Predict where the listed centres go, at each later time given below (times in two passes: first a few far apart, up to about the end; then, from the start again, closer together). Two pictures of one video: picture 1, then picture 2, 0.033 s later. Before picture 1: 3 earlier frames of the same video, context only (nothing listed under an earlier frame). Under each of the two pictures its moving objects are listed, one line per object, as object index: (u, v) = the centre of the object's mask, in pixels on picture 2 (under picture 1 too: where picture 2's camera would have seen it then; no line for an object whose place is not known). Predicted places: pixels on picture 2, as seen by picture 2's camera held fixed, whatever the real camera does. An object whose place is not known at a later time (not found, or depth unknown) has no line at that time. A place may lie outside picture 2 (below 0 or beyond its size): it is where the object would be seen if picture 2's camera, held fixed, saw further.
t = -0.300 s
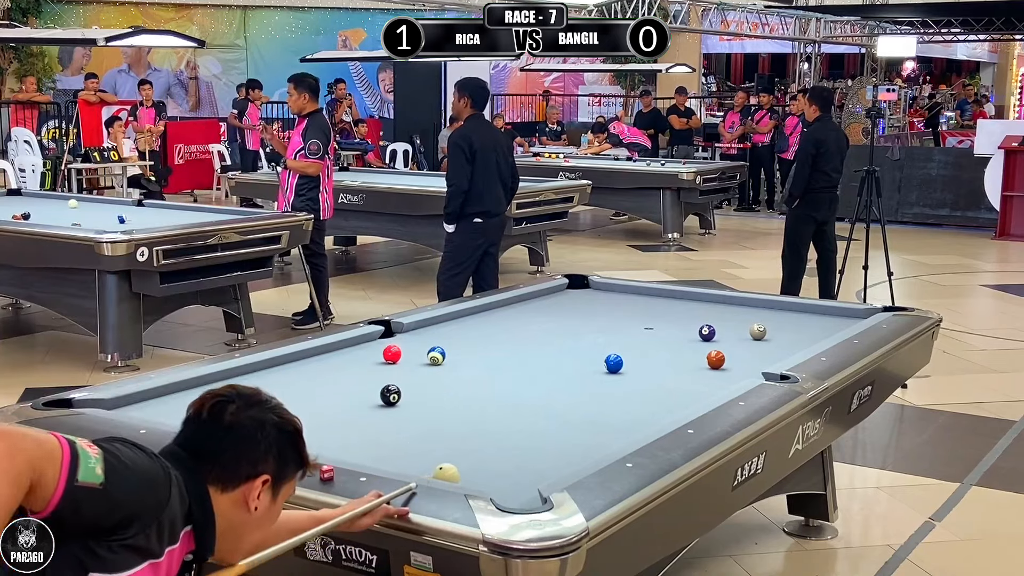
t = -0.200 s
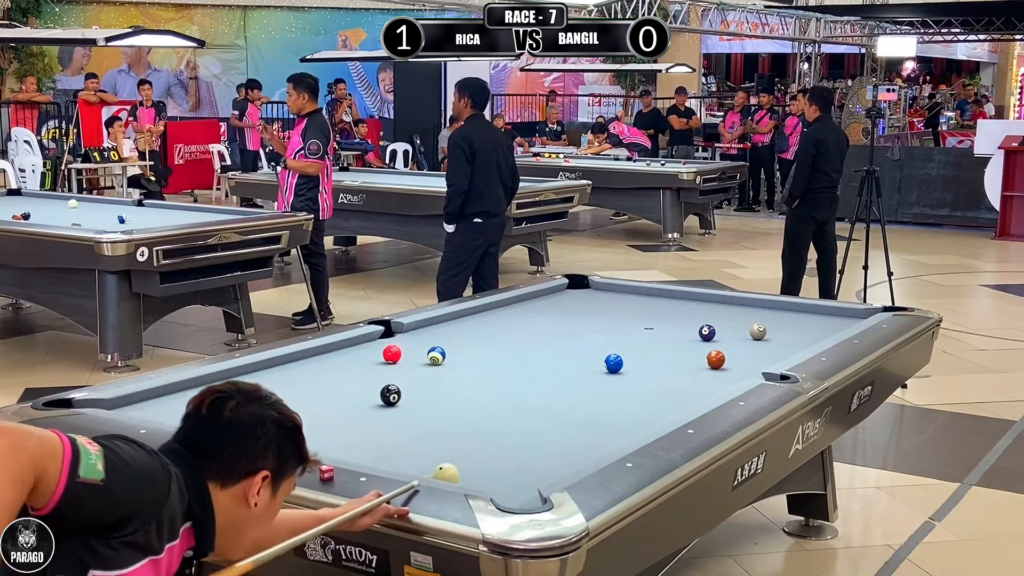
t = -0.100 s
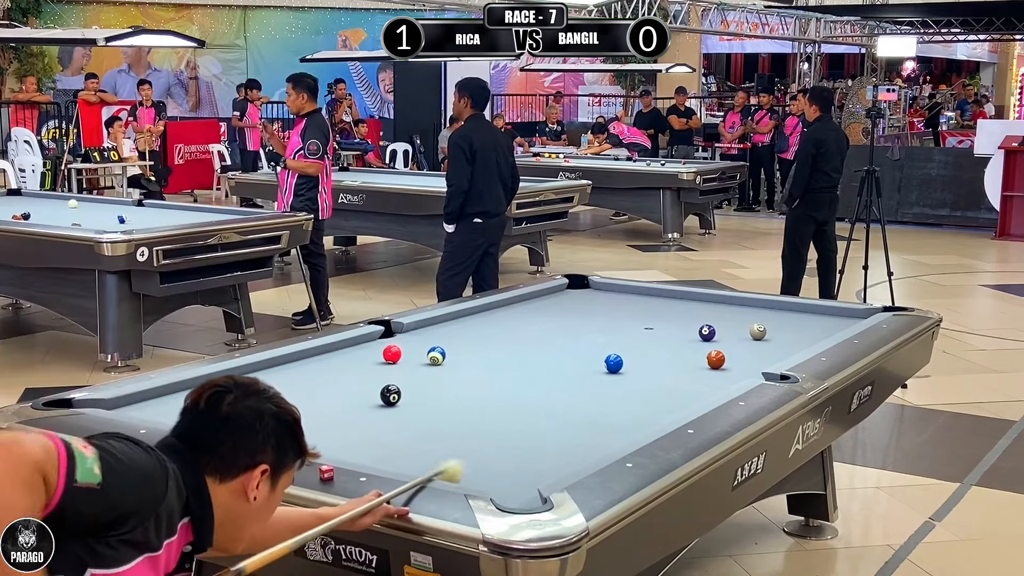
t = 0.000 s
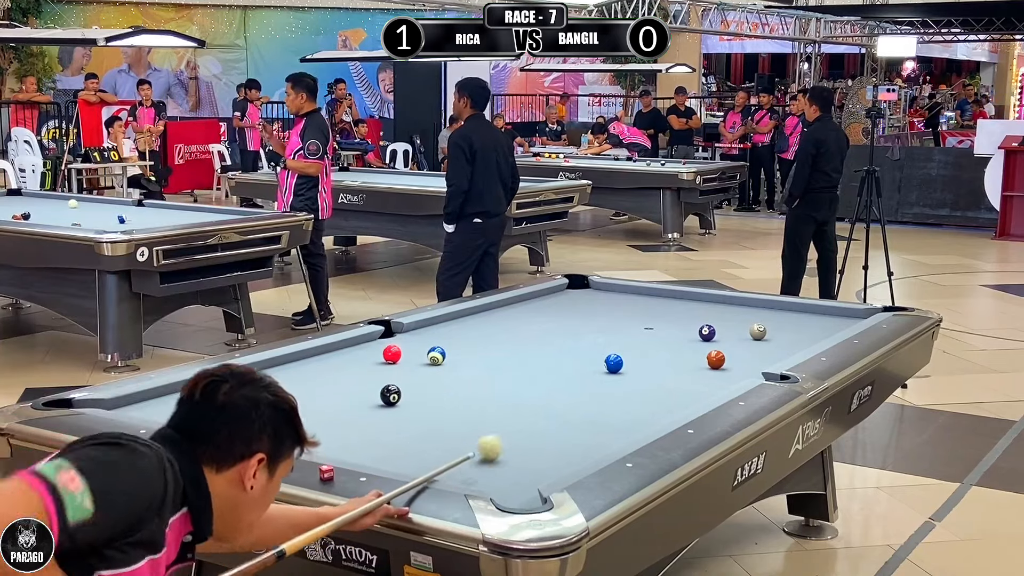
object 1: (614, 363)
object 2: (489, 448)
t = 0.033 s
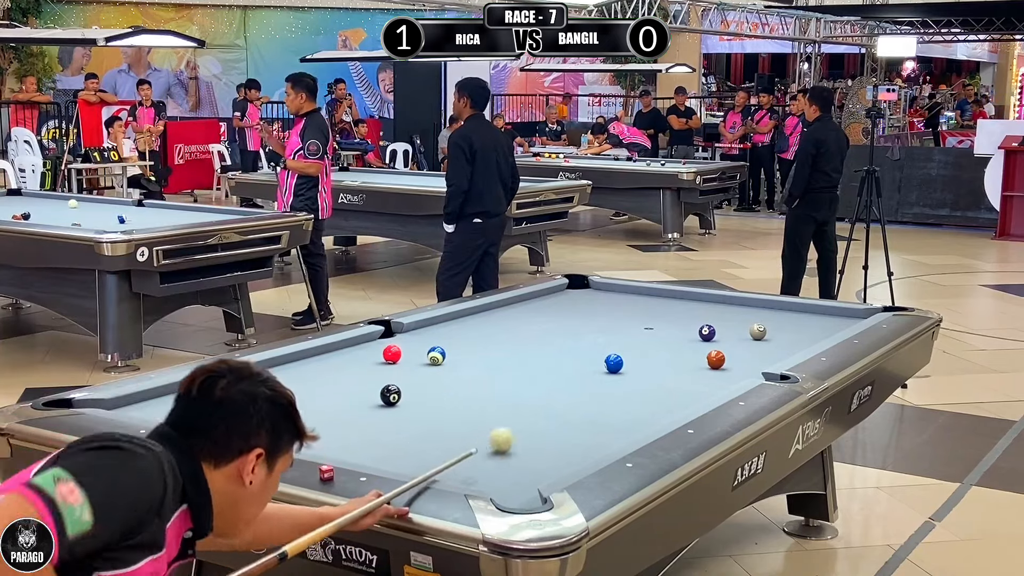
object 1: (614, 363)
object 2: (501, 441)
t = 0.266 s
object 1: (614, 363)
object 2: (572, 394)
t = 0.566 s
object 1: (624, 347)
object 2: (628, 367)
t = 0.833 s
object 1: (637, 326)
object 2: (664, 359)
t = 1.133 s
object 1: (649, 307)
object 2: (700, 351)
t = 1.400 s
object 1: (658, 294)
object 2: (731, 345)
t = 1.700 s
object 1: (628, 296)
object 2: (762, 338)
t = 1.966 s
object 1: (599, 300)
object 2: (787, 333)
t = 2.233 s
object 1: (571, 303)
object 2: (809, 329)
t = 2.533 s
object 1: (539, 307)
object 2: (833, 324)
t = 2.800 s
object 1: (511, 311)
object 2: (852, 319)
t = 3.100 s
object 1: (480, 315)
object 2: (867, 314)
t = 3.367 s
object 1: (452, 319)
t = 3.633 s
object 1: (434, 322)
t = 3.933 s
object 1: (424, 327)
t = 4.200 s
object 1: (417, 331)
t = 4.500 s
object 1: (408, 335)
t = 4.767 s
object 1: (402, 338)
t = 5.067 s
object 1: (395, 340)
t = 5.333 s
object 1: (388, 342)
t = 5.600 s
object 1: (382, 347)
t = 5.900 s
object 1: (378, 350)
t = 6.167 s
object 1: (374, 353)
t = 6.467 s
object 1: (369, 354)
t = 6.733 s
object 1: (366, 355)
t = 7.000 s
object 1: (364, 355)
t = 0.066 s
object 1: (614, 363)
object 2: (512, 433)
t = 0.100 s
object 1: (614, 363)
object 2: (523, 426)
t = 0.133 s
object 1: (614, 363)
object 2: (534, 419)
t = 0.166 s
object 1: (614, 363)
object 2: (544, 412)
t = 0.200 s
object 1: (614, 363)
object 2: (554, 405)
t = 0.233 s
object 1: (614, 363)
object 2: (562, 400)
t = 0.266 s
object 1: (614, 363)
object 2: (572, 394)
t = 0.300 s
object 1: (614, 363)
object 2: (581, 388)
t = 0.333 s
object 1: (614, 363)
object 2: (589, 382)
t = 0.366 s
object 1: (614, 363)
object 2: (597, 377)
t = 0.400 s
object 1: (615, 362)
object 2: (605, 372)
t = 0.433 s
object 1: (616, 357)
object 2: (612, 368)
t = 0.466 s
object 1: (617, 355)
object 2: (616, 367)
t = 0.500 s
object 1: (619, 352)
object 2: (620, 367)
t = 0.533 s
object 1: (621, 350)
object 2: (624, 367)
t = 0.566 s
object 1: (624, 347)
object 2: (628, 367)
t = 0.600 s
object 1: (626, 344)
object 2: (633, 366)
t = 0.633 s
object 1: (628, 341)
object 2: (638, 365)
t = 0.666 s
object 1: (630, 338)
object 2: (642, 364)
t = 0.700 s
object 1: (631, 335)
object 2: (647, 363)
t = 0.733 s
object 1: (633, 333)
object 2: (651, 362)
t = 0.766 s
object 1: (635, 330)
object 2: (656, 361)
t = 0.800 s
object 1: (636, 328)
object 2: (660, 360)
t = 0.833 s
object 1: (637, 326)
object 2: (664, 359)
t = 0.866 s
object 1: (639, 323)
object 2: (669, 358)
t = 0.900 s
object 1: (640, 321)
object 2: (673, 357)
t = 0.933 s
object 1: (641, 319)
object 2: (677, 357)
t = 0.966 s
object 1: (642, 317)
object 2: (681, 355)
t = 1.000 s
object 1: (644, 315)
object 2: (685, 355)
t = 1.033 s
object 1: (646, 313)
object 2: (689, 354)
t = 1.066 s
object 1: (647, 311)
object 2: (693, 353)
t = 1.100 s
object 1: (648, 309)
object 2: (697, 352)
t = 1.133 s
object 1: (649, 307)
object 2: (700, 351)
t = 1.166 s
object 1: (651, 305)
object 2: (705, 349)
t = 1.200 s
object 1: (651, 304)
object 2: (709, 348)
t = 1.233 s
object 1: (652, 302)
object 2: (712, 346)
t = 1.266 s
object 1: (654, 300)
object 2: (717, 345)
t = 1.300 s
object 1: (655, 298)
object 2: (721, 345)
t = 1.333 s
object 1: (656, 297)
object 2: (725, 346)
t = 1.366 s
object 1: (657, 295)
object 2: (728, 346)
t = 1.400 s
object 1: (658, 294)
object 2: (731, 345)
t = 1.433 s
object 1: (659, 292)
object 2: (735, 344)
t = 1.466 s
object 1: (655, 293)
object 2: (738, 343)
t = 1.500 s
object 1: (650, 293)
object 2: (742, 342)
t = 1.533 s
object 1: (646, 294)
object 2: (745, 342)
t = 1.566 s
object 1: (643, 294)
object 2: (749, 341)
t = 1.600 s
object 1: (639, 295)
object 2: (752, 341)
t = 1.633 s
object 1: (635, 295)
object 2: (755, 340)
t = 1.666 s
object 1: (632, 296)
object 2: (759, 339)
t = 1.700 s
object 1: (628, 296)
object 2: (762, 338)
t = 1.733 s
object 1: (625, 296)
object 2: (765, 337)
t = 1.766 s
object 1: (621, 297)
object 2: (768, 337)
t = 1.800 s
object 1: (618, 297)
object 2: (771, 336)
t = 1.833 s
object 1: (614, 298)
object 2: (775, 336)
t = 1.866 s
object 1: (610, 298)
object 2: (778, 335)
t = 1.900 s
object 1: (606, 299)
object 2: (781, 335)
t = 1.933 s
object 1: (603, 299)
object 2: (784, 334)
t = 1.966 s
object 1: (599, 300)
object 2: (787, 333)
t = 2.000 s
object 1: (596, 300)
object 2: (790, 333)
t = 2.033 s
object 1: (592, 300)
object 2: (792, 332)
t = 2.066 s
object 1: (589, 301)
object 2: (796, 332)
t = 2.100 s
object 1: (585, 301)
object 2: (799, 331)
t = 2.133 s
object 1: (581, 302)
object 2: (801, 330)
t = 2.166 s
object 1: (578, 302)
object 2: (804, 330)
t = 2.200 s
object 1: (574, 303)
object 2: (807, 329)
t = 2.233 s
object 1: (571, 303)
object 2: (809, 329)
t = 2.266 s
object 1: (567, 304)
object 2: (813, 328)
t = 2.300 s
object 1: (564, 304)
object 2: (815, 328)
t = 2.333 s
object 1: (560, 305)
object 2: (818, 327)
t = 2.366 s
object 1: (557, 305)
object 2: (820, 327)
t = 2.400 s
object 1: (553, 306)
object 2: (823, 326)
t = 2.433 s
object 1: (549, 306)
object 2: (826, 325)
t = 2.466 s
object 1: (546, 307)
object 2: (828, 325)
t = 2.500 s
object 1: (542, 307)
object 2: (831, 325)
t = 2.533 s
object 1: (539, 307)
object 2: (833, 324)
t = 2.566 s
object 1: (535, 308)
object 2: (836, 323)
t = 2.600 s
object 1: (532, 308)
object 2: (838, 323)
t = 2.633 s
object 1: (528, 309)
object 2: (840, 322)
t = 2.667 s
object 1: (525, 309)
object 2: (842, 322)
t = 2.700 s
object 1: (521, 310)
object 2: (845, 321)
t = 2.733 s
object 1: (518, 310)
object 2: (847, 320)
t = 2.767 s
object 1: (514, 311)
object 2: (849, 320)
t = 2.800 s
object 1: (511, 311)
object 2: (852, 319)
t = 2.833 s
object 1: (507, 312)
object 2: (854, 319)
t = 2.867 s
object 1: (504, 312)
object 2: (856, 318)
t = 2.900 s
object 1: (500, 313)
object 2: (858, 317)
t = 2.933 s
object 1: (497, 313)
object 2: (861, 317)
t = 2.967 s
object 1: (493, 313)
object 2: (863, 316)
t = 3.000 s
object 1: (490, 314)
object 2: (865, 315)
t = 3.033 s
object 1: (486, 314)
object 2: (867, 315)
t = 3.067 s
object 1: (483, 315)
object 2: (867, 314)
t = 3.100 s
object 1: (480, 315)
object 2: (867, 314)
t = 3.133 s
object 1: (477, 315)
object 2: (867, 314)
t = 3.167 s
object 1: (473, 316)
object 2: (868, 313)
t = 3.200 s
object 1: (469, 317)
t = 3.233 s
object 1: (466, 317)
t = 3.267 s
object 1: (463, 318)
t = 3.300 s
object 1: (459, 318)
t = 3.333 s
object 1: (456, 318)
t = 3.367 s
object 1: (452, 319)
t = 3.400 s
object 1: (450, 319)
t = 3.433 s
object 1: (446, 320)
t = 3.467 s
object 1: (442, 320)
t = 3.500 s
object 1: (439, 320)
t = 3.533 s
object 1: (438, 321)
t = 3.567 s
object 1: (436, 321)
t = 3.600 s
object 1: (435, 322)
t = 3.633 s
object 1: (434, 322)
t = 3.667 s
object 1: (434, 323)
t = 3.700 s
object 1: (431, 323)
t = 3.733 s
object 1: (430, 324)
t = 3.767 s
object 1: (429, 324)
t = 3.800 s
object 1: (428, 325)
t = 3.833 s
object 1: (427, 326)
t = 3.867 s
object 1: (426, 326)
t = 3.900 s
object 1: (425, 327)
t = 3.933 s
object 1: (424, 327)
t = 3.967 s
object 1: (423, 328)
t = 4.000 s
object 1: (422, 328)
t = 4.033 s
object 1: (421, 329)
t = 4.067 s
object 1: (420, 329)
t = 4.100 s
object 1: (419, 330)
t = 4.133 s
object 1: (418, 330)
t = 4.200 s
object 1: (417, 331)
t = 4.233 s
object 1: (416, 332)
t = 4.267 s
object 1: (415, 332)
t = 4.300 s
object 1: (414, 333)
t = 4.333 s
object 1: (413, 333)
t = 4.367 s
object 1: (412, 333)
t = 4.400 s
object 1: (411, 334)
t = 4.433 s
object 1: (410, 334)
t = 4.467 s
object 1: (409, 334)
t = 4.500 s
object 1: (408, 335)
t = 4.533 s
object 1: (408, 336)
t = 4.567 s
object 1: (407, 336)
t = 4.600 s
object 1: (406, 336)
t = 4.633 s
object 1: (405, 337)
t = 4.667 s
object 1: (404, 337)
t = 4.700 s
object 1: (403, 338)
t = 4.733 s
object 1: (403, 338)
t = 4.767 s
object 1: (402, 338)
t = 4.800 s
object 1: (401, 339)
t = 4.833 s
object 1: (400, 339)
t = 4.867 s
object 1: (399, 339)
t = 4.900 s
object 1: (399, 339)
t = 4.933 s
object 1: (398, 340)
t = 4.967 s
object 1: (397, 340)
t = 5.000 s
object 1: (397, 340)
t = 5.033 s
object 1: (396, 340)
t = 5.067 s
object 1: (395, 340)
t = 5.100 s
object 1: (394, 340)
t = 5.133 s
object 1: (393, 341)
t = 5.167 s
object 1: (393, 341)
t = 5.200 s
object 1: (392, 341)
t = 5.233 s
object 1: (391, 341)
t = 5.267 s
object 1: (390, 342)
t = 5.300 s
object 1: (389, 342)
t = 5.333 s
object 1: (388, 342)
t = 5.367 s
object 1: (387, 343)
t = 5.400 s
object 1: (386, 343)
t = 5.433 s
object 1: (386, 344)
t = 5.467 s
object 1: (385, 344)
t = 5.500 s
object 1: (384, 345)
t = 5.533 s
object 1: (383, 345)
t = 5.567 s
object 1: (383, 346)
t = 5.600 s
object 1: (382, 347)
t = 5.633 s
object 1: (381, 347)
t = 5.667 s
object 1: (381, 348)
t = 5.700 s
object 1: (380, 348)
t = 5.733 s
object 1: (380, 349)
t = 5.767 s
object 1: (379, 349)
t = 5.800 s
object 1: (379, 350)
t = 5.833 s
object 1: (378, 350)
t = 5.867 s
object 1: (378, 350)
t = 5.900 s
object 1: (378, 350)
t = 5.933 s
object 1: (377, 351)
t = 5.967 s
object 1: (377, 351)
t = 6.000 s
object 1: (376, 352)
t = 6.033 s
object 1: (376, 352)
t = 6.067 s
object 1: (375, 352)
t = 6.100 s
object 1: (375, 352)
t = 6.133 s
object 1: (374, 353)
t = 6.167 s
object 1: (374, 353)
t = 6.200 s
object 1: (374, 353)
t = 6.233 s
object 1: (373, 353)
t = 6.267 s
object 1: (372, 353)
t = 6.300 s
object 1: (372, 353)
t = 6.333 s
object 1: (371, 353)
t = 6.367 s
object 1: (371, 354)
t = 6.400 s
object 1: (370, 354)
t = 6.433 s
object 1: (370, 354)
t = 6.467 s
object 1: (369, 354)
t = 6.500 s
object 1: (369, 354)
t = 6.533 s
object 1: (368, 354)
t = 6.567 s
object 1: (368, 354)
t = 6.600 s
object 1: (368, 354)
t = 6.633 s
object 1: (367, 354)
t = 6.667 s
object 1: (367, 354)
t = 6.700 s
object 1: (367, 355)
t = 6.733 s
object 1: (366, 355)
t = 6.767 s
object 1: (366, 355)
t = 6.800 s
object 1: (366, 355)
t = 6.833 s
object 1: (365, 355)
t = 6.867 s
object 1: (365, 355)
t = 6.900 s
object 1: (365, 355)
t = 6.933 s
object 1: (365, 355)
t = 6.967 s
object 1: (365, 355)
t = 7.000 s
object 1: (364, 355)
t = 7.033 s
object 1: (364, 355)
